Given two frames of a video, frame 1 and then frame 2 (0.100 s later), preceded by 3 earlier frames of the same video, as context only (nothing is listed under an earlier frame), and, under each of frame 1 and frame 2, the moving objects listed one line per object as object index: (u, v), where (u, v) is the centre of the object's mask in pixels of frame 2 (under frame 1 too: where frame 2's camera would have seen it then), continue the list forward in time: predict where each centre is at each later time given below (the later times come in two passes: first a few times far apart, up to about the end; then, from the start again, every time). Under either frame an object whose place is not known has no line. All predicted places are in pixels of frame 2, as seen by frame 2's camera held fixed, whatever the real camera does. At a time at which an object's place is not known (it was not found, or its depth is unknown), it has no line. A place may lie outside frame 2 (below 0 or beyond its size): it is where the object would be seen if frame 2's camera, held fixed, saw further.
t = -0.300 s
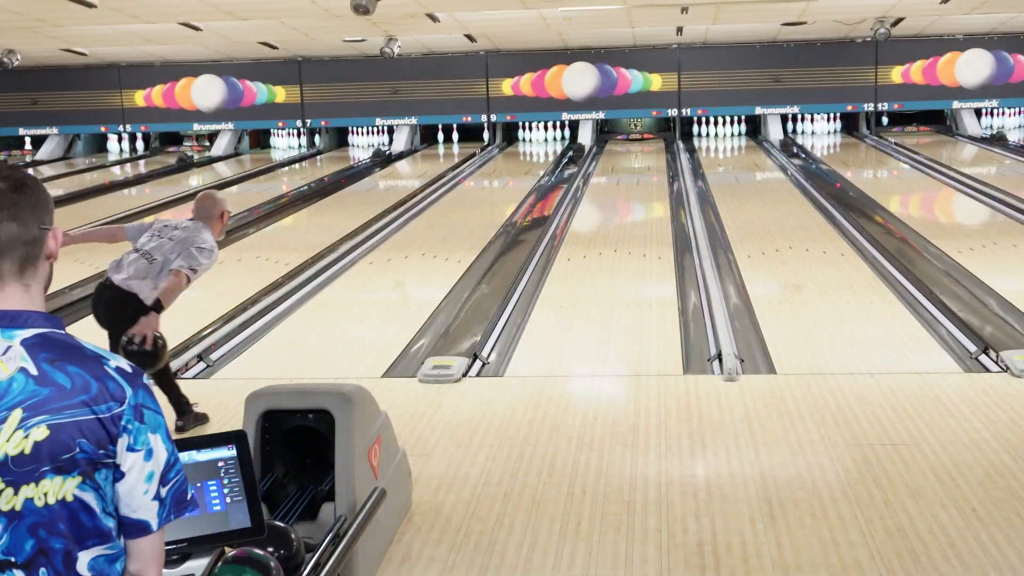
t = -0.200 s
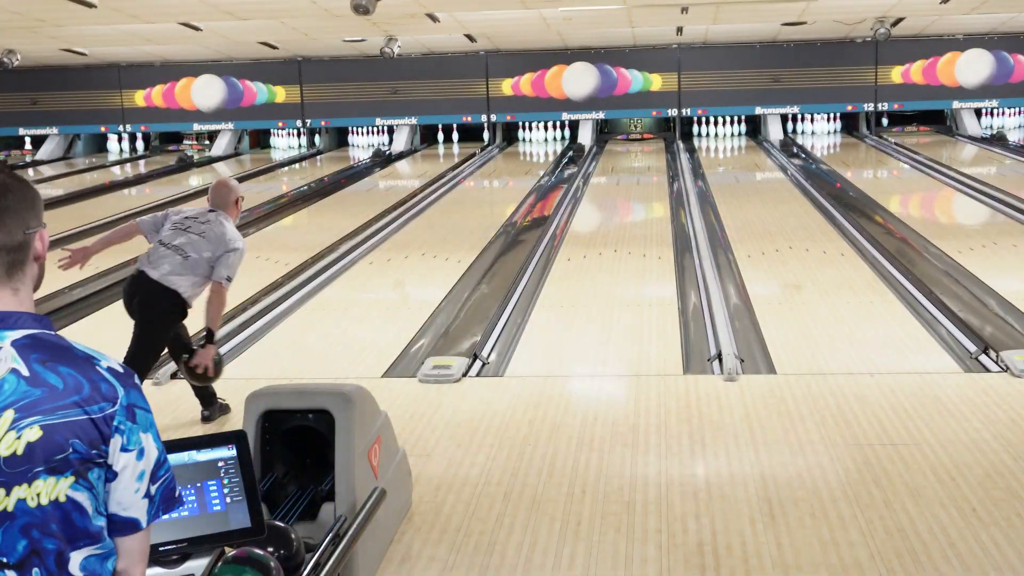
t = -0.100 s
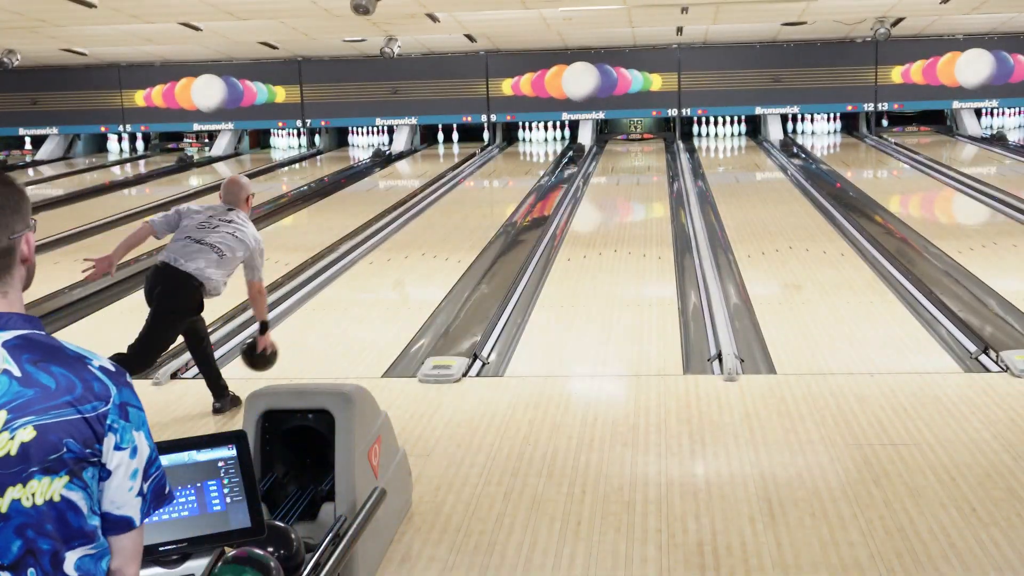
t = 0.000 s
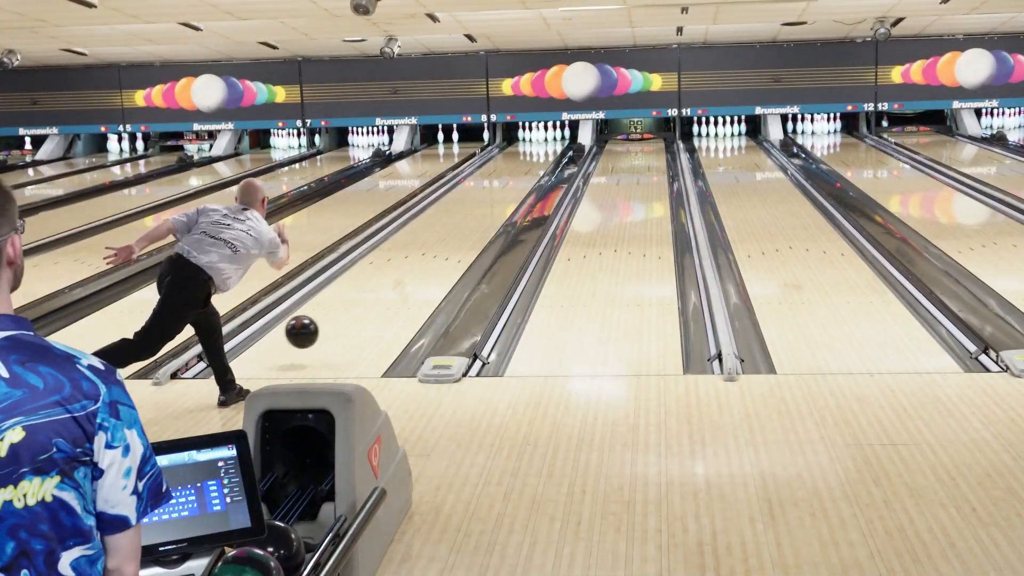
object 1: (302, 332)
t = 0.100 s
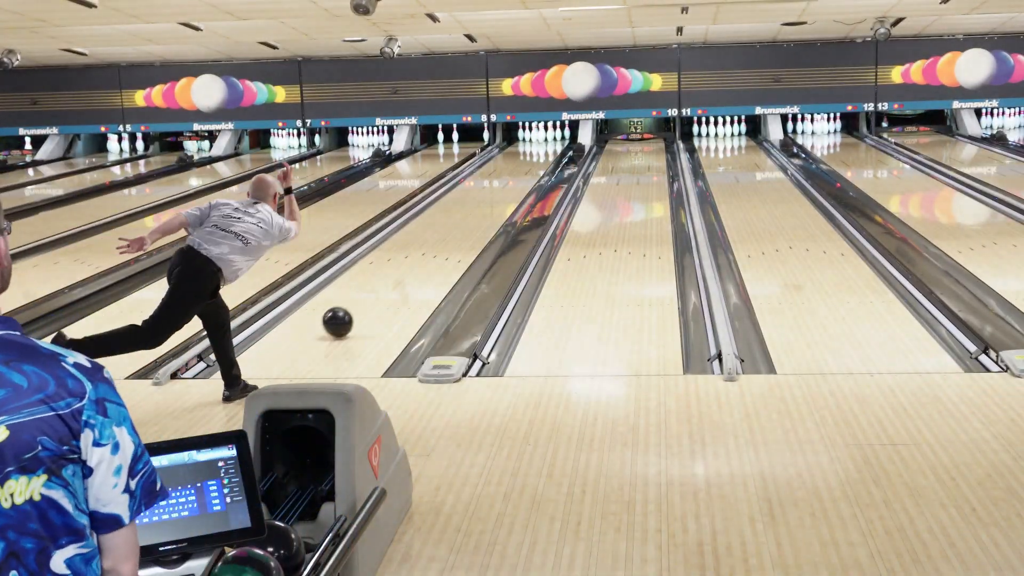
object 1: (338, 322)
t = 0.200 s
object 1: (367, 299)
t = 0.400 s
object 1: (413, 264)
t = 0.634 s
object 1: (452, 232)
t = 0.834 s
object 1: (478, 212)
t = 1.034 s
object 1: (499, 195)
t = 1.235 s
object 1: (515, 182)
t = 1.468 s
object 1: (531, 169)
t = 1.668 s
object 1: (540, 159)
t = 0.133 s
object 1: (348, 312)
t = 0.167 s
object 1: (357, 305)
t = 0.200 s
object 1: (367, 299)
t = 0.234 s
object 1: (375, 293)
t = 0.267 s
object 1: (384, 286)
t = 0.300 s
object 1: (391, 280)
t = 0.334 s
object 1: (399, 274)
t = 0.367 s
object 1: (406, 269)
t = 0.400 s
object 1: (413, 264)
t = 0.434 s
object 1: (419, 259)
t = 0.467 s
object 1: (425, 254)
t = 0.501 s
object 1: (431, 249)
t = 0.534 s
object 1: (437, 245)
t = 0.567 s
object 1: (442, 240)
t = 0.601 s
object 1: (447, 236)
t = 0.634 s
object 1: (452, 232)
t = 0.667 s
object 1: (457, 229)
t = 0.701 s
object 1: (461, 225)
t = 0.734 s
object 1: (466, 222)
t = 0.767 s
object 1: (470, 218)
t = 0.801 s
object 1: (474, 215)
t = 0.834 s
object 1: (478, 212)
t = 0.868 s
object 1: (482, 209)
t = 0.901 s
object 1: (485, 206)
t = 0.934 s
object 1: (489, 203)
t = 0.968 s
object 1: (492, 201)
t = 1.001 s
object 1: (496, 198)
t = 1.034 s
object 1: (499, 195)
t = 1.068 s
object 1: (502, 193)
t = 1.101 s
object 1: (505, 190)
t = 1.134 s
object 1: (507, 188)
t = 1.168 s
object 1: (510, 186)
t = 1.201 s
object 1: (513, 184)
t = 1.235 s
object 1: (515, 182)
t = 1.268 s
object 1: (518, 180)
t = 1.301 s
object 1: (520, 178)
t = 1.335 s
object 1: (522, 176)
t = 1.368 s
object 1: (525, 174)
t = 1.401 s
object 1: (527, 172)
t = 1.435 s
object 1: (529, 170)
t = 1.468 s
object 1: (531, 169)
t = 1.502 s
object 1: (532, 167)
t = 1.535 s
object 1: (534, 165)
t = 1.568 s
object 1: (536, 164)
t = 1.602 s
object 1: (537, 162)
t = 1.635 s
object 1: (539, 161)
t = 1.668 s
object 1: (540, 159)
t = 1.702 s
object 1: (541, 158)
